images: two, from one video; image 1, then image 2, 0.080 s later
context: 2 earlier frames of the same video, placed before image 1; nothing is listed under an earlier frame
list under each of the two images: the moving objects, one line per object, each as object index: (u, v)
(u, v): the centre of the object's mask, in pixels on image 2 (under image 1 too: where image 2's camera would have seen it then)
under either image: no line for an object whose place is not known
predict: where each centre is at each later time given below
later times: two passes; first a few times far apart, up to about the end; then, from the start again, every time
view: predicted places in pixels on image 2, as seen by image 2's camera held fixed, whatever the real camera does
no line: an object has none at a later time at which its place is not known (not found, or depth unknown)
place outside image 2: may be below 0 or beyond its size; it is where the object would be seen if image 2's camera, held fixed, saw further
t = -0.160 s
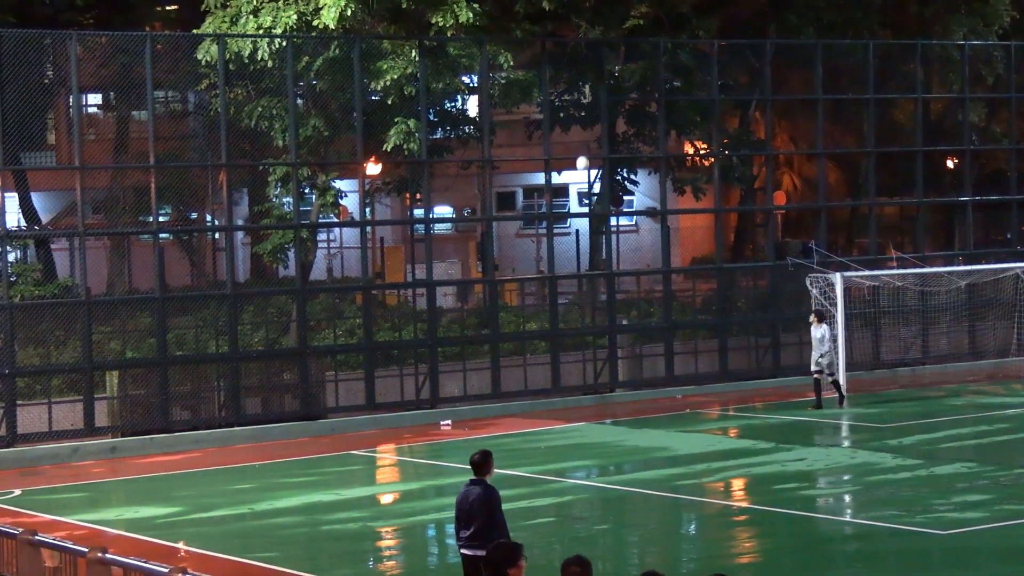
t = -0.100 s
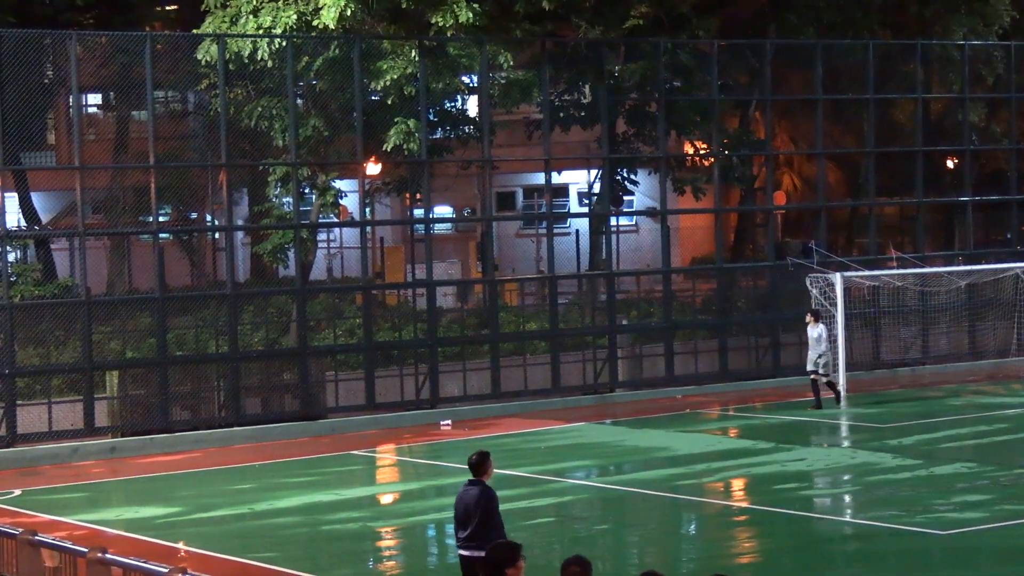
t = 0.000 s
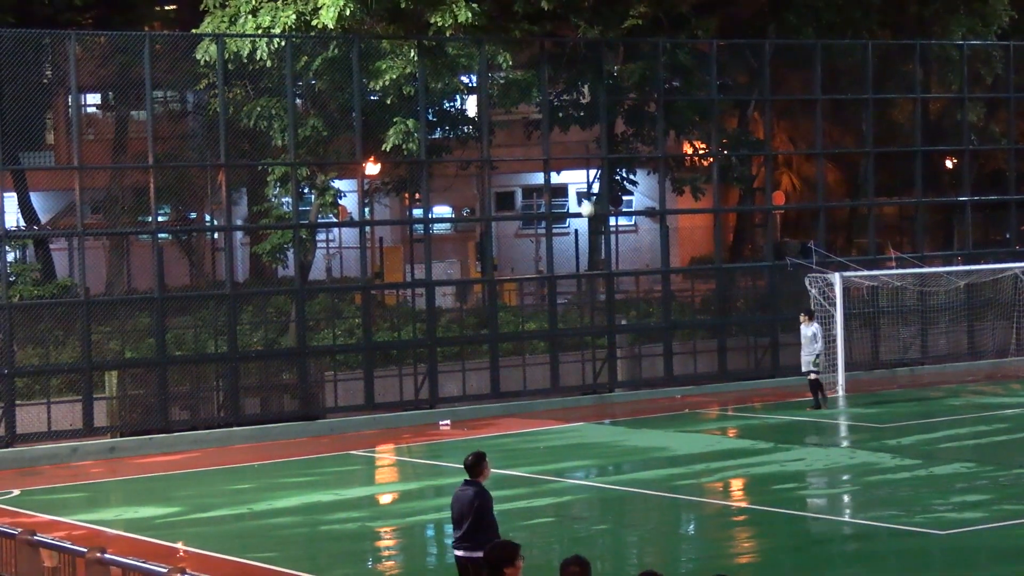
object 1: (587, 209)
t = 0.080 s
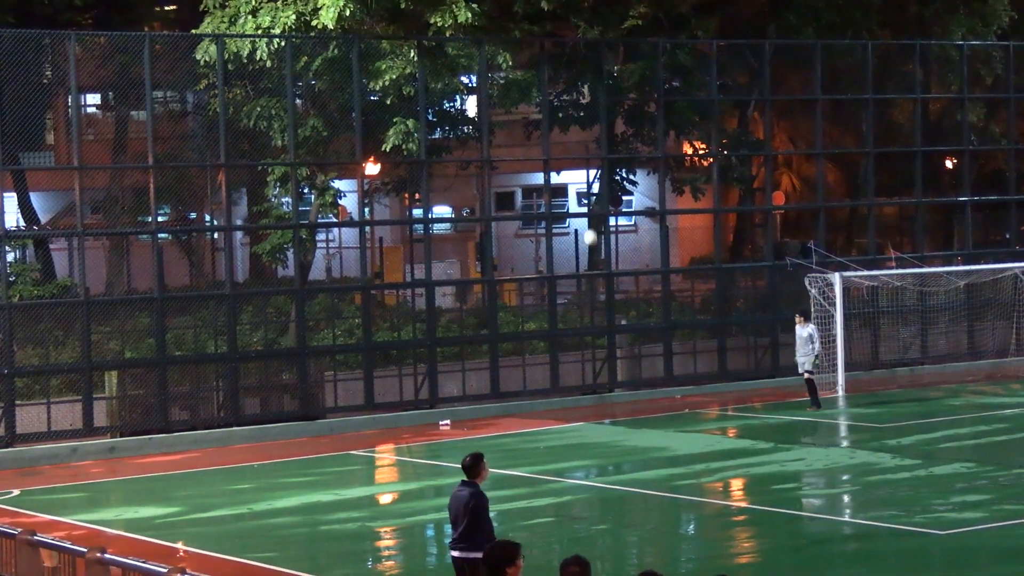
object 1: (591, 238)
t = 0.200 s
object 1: (595, 286)
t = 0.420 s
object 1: (604, 396)
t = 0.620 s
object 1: (604, 343)
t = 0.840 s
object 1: (602, 282)
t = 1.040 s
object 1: (600, 251)
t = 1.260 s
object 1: (600, 244)
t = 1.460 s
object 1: (600, 263)
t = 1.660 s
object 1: (601, 306)
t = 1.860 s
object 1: (602, 373)
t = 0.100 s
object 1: (591, 245)
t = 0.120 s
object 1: (592, 253)
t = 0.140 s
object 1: (593, 261)
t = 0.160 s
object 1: (594, 269)
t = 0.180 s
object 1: (594, 278)
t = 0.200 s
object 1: (595, 286)
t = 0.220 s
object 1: (596, 295)
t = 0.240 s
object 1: (597, 304)
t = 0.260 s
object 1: (598, 313)
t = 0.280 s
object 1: (599, 323)
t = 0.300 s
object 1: (600, 333)
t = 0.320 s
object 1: (600, 342)
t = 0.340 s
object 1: (601, 353)
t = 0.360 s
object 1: (602, 363)
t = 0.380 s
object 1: (603, 374)
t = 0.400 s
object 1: (604, 384)
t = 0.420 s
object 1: (604, 396)
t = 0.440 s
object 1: (606, 407)
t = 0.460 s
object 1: (606, 406)
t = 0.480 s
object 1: (605, 397)
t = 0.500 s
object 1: (605, 388)
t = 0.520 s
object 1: (605, 381)
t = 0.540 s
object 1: (605, 373)
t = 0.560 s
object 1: (605, 365)
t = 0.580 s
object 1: (604, 358)
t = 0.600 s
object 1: (604, 350)
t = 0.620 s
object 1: (604, 343)
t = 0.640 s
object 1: (604, 336)
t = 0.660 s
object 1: (603, 330)
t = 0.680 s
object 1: (603, 324)
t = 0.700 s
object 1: (603, 318)
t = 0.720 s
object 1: (603, 312)
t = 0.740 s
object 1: (603, 307)
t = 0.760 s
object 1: (603, 301)
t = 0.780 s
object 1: (603, 296)
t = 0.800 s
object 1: (602, 291)
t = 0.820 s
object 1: (602, 286)
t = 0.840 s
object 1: (602, 282)
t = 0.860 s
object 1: (602, 278)
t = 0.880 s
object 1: (602, 274)
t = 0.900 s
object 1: (601, 270)
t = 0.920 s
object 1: (601, 266)
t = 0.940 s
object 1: (601, 263)
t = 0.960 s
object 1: (601, 261)
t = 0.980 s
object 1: (601, 258)
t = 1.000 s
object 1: (601, 255)
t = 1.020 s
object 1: (601, 253)
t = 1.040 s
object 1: (600, 251)
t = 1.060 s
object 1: (600, 249)
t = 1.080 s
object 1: (600, 248)
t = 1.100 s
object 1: (600, 246)
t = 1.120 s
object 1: (600, 245)
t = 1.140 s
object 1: (600, 245)
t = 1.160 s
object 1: (600, 244)
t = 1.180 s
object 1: (600, 243)
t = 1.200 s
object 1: (600, 243)
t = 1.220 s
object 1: (600, 243)
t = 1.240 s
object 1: (600, 244)
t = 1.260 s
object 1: (600, 244)
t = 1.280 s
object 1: (600, 245)
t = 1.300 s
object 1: (600, 246)
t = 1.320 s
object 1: (599, 248)
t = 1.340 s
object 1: (599, 249)
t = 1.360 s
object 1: (600, 251)
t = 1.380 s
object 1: (599, 253)
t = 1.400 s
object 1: (600, 255)
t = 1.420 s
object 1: (600, 258)
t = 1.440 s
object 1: (600, 261)
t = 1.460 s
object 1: (600, 263)
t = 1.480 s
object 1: (600, 266)
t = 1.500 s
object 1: (600, 270)
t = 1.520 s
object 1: (600, 274)
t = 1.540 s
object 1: (600, 278)
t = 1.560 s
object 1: (600, 282)
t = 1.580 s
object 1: (600, 287)
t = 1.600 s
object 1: (600, 291)
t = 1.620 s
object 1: (600, 296)
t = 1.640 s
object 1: (601, 301)
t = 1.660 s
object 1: (601, 306)
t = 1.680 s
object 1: (601, 312)
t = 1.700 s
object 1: (601, 318)
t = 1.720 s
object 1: (601, 324)
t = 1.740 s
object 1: (602, 330)
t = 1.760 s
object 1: (601, 337)
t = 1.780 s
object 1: (602, 343)
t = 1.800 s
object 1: (602, 350)
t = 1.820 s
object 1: (602, 358)
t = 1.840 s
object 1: (602, 365)
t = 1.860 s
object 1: (602, 373)
